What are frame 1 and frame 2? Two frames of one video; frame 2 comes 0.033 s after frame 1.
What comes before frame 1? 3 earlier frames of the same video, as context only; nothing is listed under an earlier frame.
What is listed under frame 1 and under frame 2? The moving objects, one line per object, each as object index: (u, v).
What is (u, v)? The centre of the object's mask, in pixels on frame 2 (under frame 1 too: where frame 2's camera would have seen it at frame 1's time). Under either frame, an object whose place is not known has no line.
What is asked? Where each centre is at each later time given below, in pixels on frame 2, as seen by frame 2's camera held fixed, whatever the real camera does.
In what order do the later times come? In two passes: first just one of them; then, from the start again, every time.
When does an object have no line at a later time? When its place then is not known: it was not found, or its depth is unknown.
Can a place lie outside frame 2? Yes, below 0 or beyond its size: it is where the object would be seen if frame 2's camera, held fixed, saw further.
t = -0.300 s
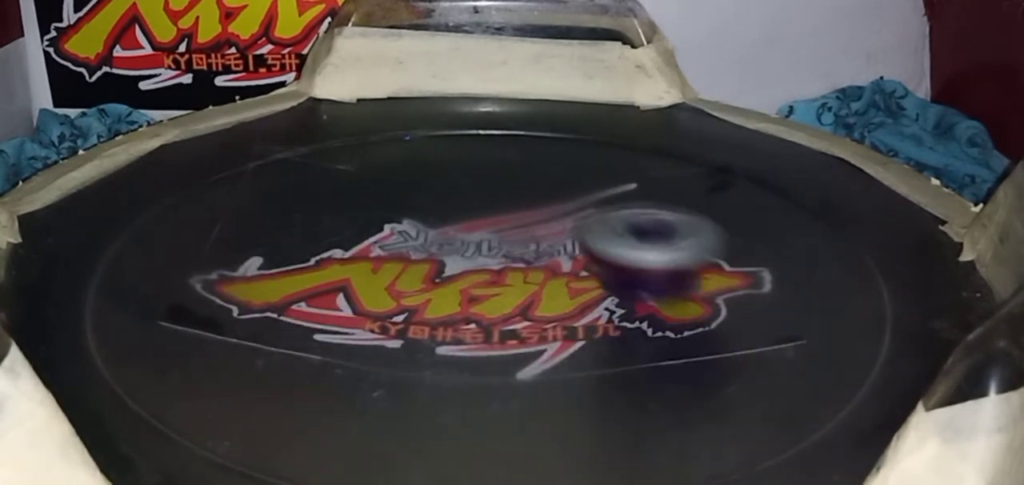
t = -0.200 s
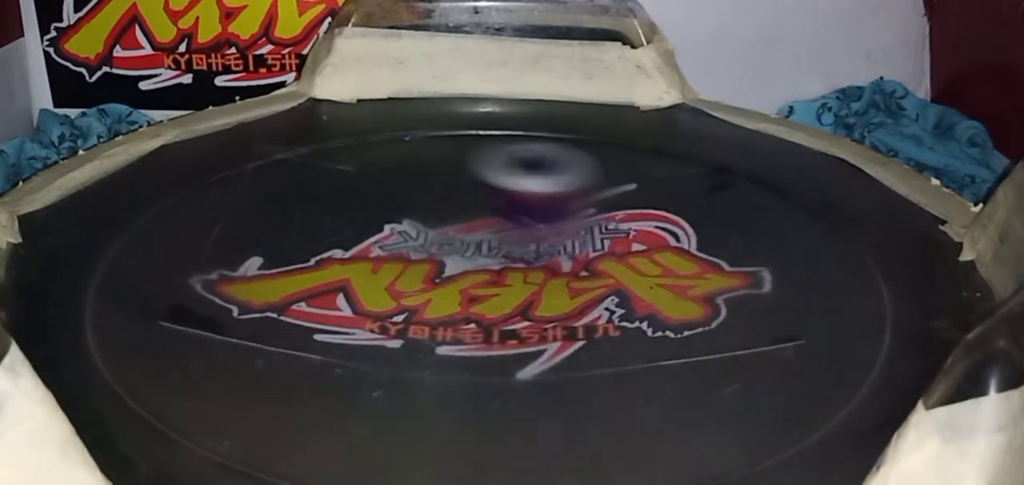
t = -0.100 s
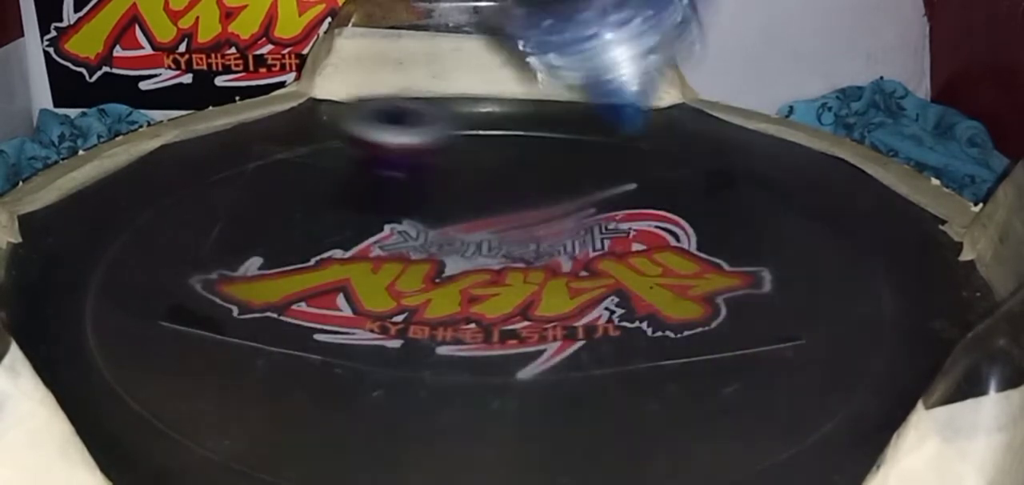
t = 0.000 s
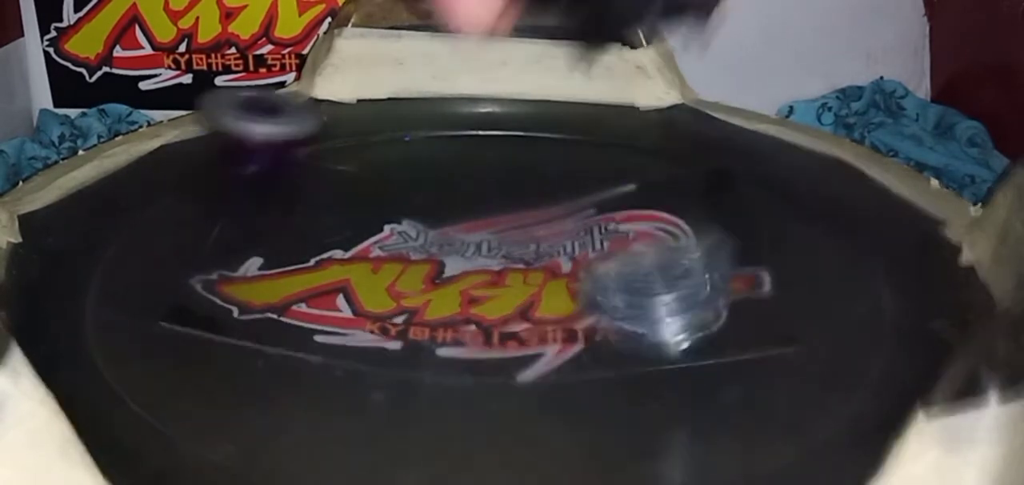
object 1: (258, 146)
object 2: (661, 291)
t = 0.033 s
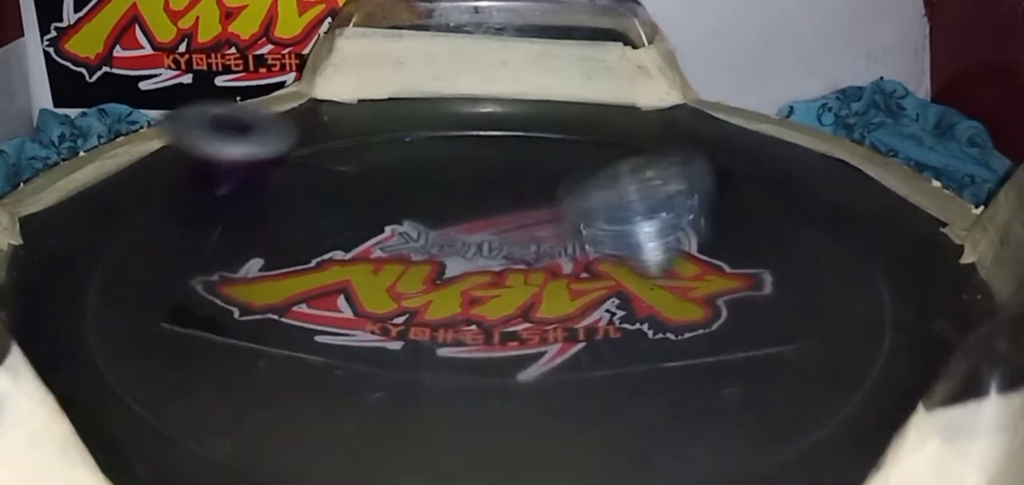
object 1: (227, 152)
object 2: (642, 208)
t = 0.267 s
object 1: (169, 289)
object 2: (462, 137)
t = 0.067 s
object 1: (198, 167)
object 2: (621, 162)
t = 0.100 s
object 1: (171, 178)
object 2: (600, 150)
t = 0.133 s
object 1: (149, 192)
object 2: (581, 162)
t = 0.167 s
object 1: (135, 206)
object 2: (564, 183)
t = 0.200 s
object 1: (131, 226)
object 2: (539, 155)
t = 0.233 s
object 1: (144, 265)
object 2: (487, 142)
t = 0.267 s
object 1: (169, 289)
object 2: (462, 137)
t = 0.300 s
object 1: (214, 312)
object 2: (436, 134)
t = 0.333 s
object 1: (275, 335)
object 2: (414, 137)
